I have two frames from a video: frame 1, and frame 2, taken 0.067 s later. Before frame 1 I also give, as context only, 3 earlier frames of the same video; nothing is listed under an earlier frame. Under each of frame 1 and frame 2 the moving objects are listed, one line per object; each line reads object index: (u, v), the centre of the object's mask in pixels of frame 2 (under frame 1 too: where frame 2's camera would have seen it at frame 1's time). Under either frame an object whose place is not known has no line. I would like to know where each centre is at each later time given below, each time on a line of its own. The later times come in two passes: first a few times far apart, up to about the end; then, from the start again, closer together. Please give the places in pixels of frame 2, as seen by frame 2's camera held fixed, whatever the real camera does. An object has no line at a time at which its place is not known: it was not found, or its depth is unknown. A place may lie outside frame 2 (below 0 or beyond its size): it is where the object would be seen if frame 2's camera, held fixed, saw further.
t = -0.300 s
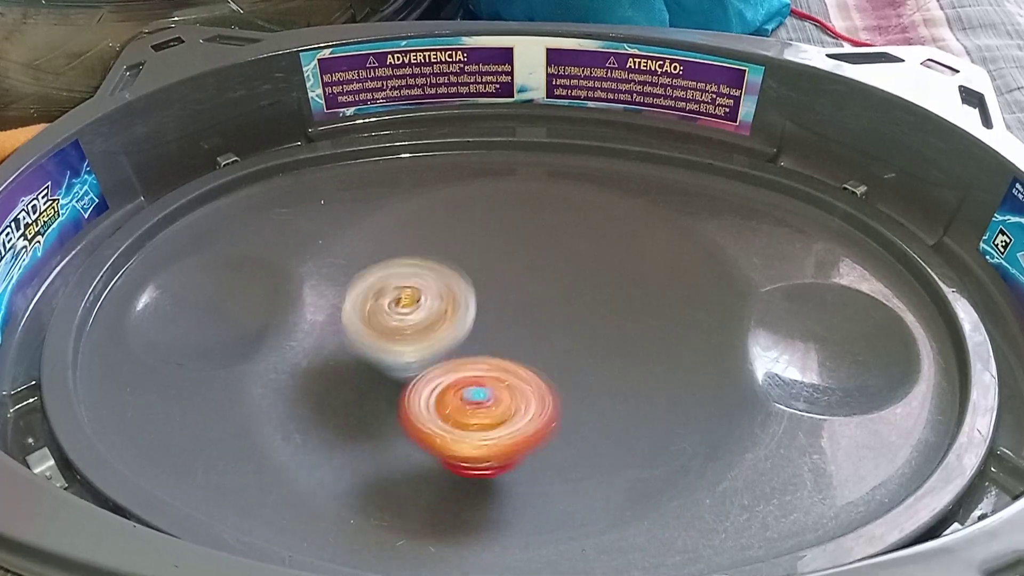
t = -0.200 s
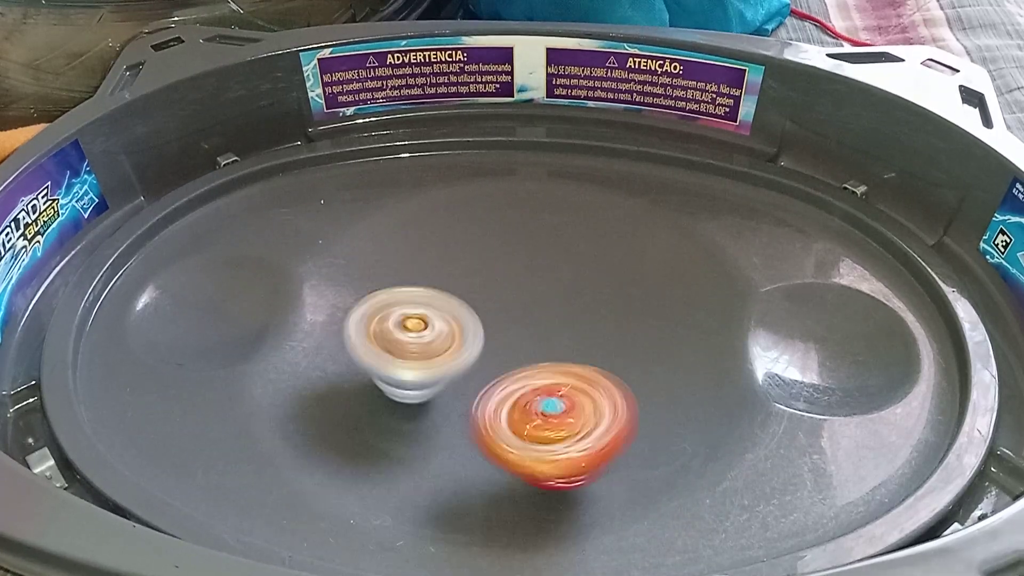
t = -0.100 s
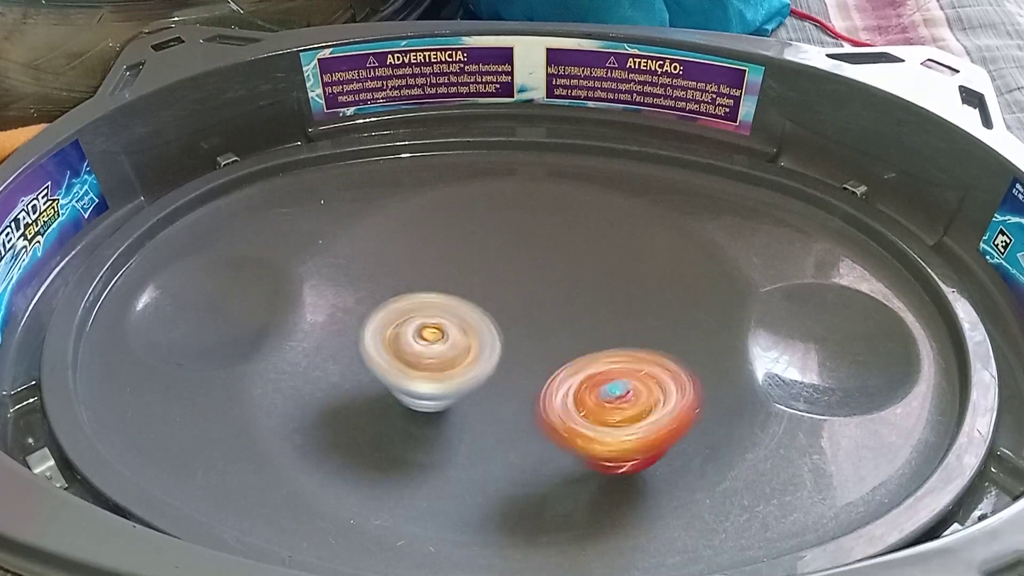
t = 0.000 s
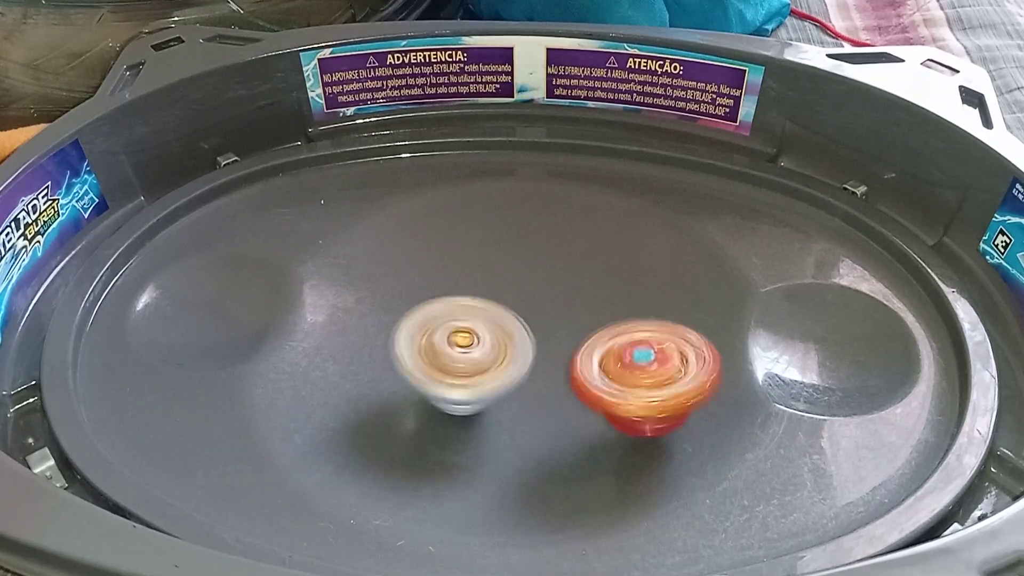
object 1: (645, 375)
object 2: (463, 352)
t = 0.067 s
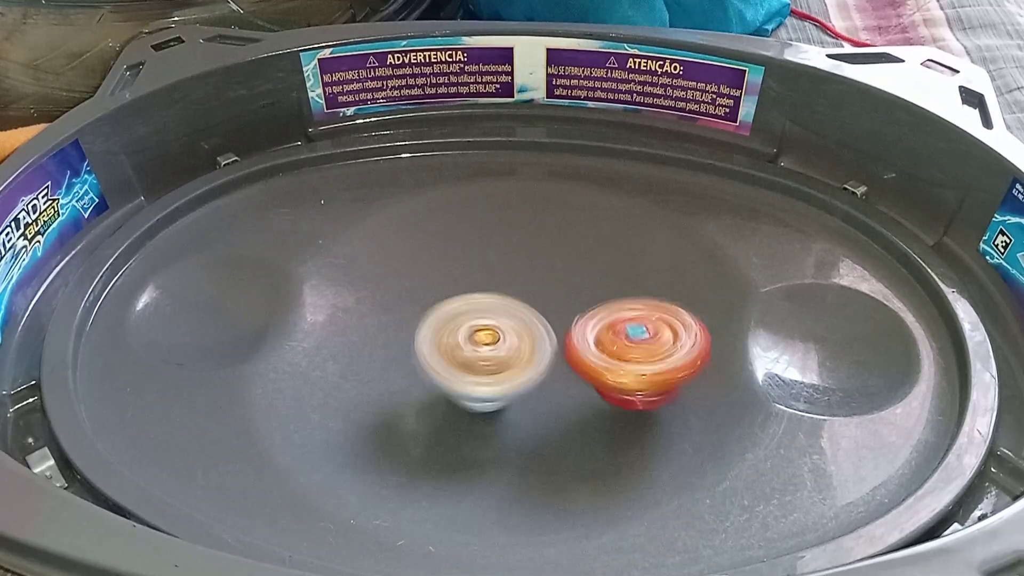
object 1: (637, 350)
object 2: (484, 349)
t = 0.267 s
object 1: (633, 287)
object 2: (494, 326)
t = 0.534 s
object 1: (569, 279)
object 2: (440, 342)
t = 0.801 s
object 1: (518, 362)
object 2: (365, 391)
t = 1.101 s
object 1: (520, 415)
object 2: (370, 384)
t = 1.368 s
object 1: (543, 370)
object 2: (467, 286)
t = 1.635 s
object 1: (527, 339)
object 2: (550, 238)
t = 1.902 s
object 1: (438, 385)
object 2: (598, 287)
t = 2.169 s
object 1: (425, 354)
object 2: (550, 427)
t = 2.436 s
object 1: (473, 302)
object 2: (438, 438)
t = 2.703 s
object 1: (554, 323)
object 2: (415, 315)
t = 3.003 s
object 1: (540, 388)
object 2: (489, 241)
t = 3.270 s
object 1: (429, 367)
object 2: (603, 324)
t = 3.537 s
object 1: (400, 299)
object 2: (624, 421)
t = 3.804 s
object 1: (532, 318)
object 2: (437, 405)
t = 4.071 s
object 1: (576, 384)
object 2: (386, 282)
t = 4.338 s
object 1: (465, 376)
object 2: (506, 280)
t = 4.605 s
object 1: (420, 317)
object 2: (699, 356)
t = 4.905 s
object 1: (519, 272)
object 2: (520, 429)
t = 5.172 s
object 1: (568, 305)
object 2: (315, 349)
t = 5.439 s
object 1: (610, 343)
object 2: (435, 301)
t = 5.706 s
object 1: (624, 382)
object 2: (549, 320)
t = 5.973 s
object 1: (611, 379)
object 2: (470, 357)
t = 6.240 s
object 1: (605, 370)
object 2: (444, 336)
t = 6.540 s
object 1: (599, 384)
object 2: (499, 348)
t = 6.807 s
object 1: (597, 382)
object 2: (499, 349)
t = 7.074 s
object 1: (595, 382)
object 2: (498, 348)
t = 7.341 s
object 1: (594, 383)
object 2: (498, 348)
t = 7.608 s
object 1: (594, 383)
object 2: (498, 347)
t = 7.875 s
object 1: (594, 383)
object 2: (498, 347)
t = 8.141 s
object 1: (594, 383)
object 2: (498, 347)
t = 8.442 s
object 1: (594, 383)
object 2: (498, 347)
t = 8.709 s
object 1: (594, 383)
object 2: (498, 347)
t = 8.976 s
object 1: (594, 383)
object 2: (498, 347)
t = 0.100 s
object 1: (633, 337)
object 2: (492, 347)
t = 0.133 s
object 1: (642, 326)
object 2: (489, 341)
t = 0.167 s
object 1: (646, 315)
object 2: (490, 336)
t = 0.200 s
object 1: (646, 304)
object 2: (492, 332)
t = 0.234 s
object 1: (641, 295)
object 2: (493, 329)
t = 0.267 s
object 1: (633, 287)
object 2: (494, 326)
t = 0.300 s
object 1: (624, 281)
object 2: (493, 324)
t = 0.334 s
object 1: (617, 276)
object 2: (488, 324)
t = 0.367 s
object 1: (610, 271)
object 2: (482, 325)
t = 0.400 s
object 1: (600, 269)
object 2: (476, 326)
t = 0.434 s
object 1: (590, 270)
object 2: (471, 329)
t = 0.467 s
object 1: (584, 271)
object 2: (459, 333)
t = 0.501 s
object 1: (577, 274)
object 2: (448, 338)
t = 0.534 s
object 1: (569, 279)
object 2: (440, 342)
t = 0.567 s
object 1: (558, 287)
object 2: (434, 346)
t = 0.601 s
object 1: (548, 295)
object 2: (431, 351)
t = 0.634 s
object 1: (543, 304)
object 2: (421, 358)
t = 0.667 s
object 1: (539, 314)
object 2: (409, 365)
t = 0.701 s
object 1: (529, 325)
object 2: (397, 372)
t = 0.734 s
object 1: (522, 337)
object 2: (389, 378)
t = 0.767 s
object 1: (515, 349)
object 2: (381, 384)
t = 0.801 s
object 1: (518, 362)
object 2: (365, 391)
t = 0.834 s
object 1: (517, 373)
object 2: (351, 394)
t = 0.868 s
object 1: (514, 383)
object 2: (342, 396)
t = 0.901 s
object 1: (512, 392)
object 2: (338, 398)
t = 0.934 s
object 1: (510, 400)
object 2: (339, 399)
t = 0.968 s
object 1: (509, 405)
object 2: (345, 401)
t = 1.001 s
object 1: (510, 410)
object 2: (348, 401)
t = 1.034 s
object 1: (514, 414)
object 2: (354, 395)
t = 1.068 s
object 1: (519, 415)
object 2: (361, 390)
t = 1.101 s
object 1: (520, 415)
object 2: (370, 384)
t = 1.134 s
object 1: (524, 412)
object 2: (380, 373)
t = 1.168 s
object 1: (526, 409)
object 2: (389, 364)
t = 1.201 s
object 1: (529, 403)
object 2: (401, 353)
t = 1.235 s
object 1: (532, 397)
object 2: (415, 338)
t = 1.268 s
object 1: (537, 391)
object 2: (428, 325)
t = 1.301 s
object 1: (541, 384)
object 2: (441, 311)
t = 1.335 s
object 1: (543, 378)
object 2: (456, 297)
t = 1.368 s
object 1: (543, 370)
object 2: (467, 286)
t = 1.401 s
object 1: (543, 362)
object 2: (480, 274)
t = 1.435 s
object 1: (544, 355)
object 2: (492, 262)
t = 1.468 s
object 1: (541, 352)
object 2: (504, 254)
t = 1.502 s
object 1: (540, 349)
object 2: (516, 247)
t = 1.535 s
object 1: (539, 346)
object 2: (527, 241)
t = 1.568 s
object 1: (535, 344)
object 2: (534, 238)
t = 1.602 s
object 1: (532, 341)
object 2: (543, 237)
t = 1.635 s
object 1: (527, 339)
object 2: (550, 238)
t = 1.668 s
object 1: (513, 347)
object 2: (562, 238)
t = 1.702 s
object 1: (498, 356)
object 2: (572, 235)
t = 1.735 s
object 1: (487, 365)
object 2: (577, 238)
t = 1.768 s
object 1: (475, 372)
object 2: (586, 242)
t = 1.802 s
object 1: (464, 376)
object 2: (589, 249)
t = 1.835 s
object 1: (454, 380)
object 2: (594, 259)
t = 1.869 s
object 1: (445, 383)
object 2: (596, 271)
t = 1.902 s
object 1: (438, 385)
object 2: (598, 287)
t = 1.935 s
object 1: (434, 385)
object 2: (598, 304)
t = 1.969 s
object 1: (429, 384)
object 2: (594, 323)
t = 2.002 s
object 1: (427, 382)
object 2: (592, 341)
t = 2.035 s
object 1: (426, 379)
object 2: (586, 359)
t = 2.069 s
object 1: (430, 376)
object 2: (579, 377)
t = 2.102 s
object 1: (428, 371)
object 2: (573, 395)
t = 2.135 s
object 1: (427, 364)
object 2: (563, 412)
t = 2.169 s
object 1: (425, 354)
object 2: (550, 427)
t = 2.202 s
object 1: (425, 345)
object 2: (534, 439)
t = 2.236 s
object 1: (429, 337)
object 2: (520, 447)
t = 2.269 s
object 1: (432, 328)
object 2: (504, 453)
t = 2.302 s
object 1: (438, 321)
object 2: (489, 456)
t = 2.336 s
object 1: (446, 314)
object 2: (475, 455)
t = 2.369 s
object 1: (454, 309)
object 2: (462, 452)
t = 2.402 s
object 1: (463, 305)
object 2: (450, 446)
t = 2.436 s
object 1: (473, 302)
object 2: (438, 438)
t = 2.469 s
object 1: (483, 301)
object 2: (429, 427)
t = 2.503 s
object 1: (494, 301)
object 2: (420, 414)
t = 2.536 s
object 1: (507, 301)
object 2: (415, 400)
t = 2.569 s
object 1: (517, 304)
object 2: (411, 384)
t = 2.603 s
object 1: (529, 306)
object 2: (410, 368)
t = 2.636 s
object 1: (538, 312)
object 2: (409, 350)
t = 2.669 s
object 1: (547, 316)
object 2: (412, 333)
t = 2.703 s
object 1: (554, 323)
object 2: (415, 315)
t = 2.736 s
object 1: (560, 329)
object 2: (420, 299)
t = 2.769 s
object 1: (563, 337)
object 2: (426, 282)
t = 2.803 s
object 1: (566, 345)
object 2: (434, 269)
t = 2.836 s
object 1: (566, 354)
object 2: (443, 257)
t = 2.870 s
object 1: (563, 362)
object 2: (451, 250)
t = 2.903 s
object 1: (561, 370)
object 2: (461, 243)
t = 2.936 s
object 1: (555, 378)
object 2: (469, 241)
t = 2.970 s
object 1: (548, 383)
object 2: (480, 239)
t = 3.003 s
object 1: (540, 388)
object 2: (489, 241)
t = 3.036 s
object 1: (531, 389)
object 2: (502, 245)
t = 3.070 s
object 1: (519, 390)
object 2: (512, 252)
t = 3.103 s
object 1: (508, 389)
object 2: (526, 262)
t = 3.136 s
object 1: (497, 387)
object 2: (536, 273)
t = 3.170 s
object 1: (487, 382)
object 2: (550, 285)
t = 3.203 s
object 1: (472, 379)
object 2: (566, 299)
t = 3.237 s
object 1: (447, 375)
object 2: (588, 312)
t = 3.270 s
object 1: (429, 367)
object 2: (603, 324)
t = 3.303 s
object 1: (414, 356)
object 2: (619, 336)
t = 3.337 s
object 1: (401, 345)
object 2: (634, 349)
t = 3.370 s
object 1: (392, 335)
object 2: (643, 362)
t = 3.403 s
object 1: (387, 324)
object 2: (648, 375)
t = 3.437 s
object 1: (387, 315)
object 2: (650, 386)
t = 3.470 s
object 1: (388, 308)
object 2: (646, 399)
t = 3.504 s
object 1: (390, 300)
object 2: (636, 411)
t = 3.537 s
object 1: (400, 299)
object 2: (624, 421)
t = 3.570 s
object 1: (409, 299)
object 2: (605, 430)
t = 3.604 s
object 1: (421, 296)
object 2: (586, 435)
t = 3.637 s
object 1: (435, 297)
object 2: (561, 438)
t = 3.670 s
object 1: (453, 304)
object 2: (537, 436)
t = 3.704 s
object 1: (470, 308)
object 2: (511, 430)
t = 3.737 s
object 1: (487, 312)
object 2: (487, 422)
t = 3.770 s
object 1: (508, 315)
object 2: (461, 415)
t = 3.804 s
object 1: (532, 318)
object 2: (437, 405)
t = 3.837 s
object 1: (553, 322)
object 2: (416, 391)
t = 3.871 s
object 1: (567, 332)
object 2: (401, 376)
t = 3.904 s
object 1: (578, 341)
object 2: (389, 359)
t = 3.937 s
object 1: (583, 350)
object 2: (380, 343)
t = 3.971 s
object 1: (586, 358)
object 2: (376, 327)
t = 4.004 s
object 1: (589, 368)
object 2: (376, 309)
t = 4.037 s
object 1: (586, 376)
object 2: (378, 293)
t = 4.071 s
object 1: (576, 384)
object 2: (386, 282)
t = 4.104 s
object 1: (562, 388)
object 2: (395, 273)
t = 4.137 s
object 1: (538, 393)
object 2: (405, 264)
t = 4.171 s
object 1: (518, 398)
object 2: (418, 261)
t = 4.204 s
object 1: (500, 400)
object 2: (432, 261)
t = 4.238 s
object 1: (484, 397)
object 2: (450, 260)
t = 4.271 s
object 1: (477, 393)
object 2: (468, 264)
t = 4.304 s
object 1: (470, 384)
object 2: (484, 270)
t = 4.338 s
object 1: (465, 376)
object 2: (506, 280)
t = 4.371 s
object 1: (438, 372)
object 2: (532, 284)
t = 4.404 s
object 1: (415, 368)
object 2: (575, 289)
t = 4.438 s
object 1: (401, 362)
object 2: (601, 301)
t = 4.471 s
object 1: (393, 353)
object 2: (631, 311)
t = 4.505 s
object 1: (394, 343)
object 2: (653, 324)
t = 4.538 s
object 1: (399, 334)
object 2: (674, 333)
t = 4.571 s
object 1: (408, 326)
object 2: (688, 345)
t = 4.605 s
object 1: (420, 317)
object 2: (699, 356)
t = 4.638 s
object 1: (434, 309)
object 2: (704, 366)
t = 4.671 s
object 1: (447, 300)
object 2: (705, 375)
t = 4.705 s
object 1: (461, 293)
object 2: (699, 388)
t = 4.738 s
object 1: (473, 287)
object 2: (687, 398)
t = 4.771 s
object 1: (483, 281)
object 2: (663, 409)
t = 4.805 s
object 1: (493, 276)
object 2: (634, 416)
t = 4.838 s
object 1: (502, 273)
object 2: (598, 423)
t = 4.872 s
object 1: (511, 272)
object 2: (558, 429)
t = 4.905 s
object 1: (519, 272)
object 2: (520, 429)
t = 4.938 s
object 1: (526, 275)
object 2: (477, 427)
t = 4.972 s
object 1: (533, 277)
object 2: (441, 423)
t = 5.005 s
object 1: (538, 280)
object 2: (404, 415)
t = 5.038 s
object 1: (544, 284)
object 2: (376, 407)
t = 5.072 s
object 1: (550, 288)
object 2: (353, 395)
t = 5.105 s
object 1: (556, 293)
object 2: (332, 380)
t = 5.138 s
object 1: (562, 299)
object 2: (322, 362)
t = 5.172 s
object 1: (568, 305)
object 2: (315, 349)
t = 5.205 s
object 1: (573, 311)
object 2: (317, 341)
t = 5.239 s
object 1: (579, 316)
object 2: (329, 329)
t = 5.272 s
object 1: (586, 321)
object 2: (342, 317)
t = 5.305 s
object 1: (592, 327)
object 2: (356, 308)
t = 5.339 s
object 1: (597, 332)
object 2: (379, 304)
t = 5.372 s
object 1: (603, 335)
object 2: (397, 301)
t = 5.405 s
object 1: (607, 339)
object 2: (416, 300)
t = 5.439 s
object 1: (610, 343)
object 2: (435, 301)
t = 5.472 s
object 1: (612, 347)
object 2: (457, 302)
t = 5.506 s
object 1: (613, 350)
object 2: (480, 305)
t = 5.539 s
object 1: (613, 353)
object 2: (506, 312)
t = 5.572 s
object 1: (618, 357)
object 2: (524, 317)
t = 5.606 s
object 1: (625, 364)
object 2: (535, 317)
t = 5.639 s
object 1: (628, 372)
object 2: (544, 316)
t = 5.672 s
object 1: (628, 378)
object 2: (550, 316)
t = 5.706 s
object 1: (624, 382)
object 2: (549, 320)
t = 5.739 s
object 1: (620, 385)
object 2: (543, 326)
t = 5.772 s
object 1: (617, 387)
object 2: (535, 333)
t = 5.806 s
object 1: (614, 388)
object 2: (528, 339)
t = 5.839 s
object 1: (613, 387)
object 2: (519, 343)
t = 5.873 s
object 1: (613, 386)
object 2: (507, 346)
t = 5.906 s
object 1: (613, 384)
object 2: (494, 350)
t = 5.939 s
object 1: (612, 382)
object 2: (482, 354)
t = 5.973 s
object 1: (611, 379)
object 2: (470, 357)
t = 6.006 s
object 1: (611, 377)
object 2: (460, 358)
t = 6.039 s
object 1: (610, 374)
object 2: (452, 357)
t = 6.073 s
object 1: (609, 372)
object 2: (447, 356)
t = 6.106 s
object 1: (608, 371)
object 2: (446, 355)
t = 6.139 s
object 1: (607, 370)
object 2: (446, 350)
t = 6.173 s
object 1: (607, 369)
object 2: (447, 345)
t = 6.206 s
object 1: (606, 369)
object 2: (447, 340)
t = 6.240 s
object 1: (605, 370)
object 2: (444, 336)
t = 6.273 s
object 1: (604, 371)
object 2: (445, 339)
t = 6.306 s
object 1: (602, 373)
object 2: (448, 340)
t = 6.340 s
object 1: (600, 375)
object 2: (453, 340)
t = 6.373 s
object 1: (598, 377)
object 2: (459, 341)
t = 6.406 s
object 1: (597, 378)
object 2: (468, 343)
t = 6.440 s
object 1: (595, 380)
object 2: (479, 345)
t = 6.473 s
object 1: (595, 381)
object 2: (490, 346)
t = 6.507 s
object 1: (598, 383)
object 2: (496, 348)
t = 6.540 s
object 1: (599, 384)
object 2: (499, 348)
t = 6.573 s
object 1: (598, 384)
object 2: (500, 349)
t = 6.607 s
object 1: (596, 385)
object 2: (501, 350)
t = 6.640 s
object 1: (596, 384)
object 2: (501, 350)
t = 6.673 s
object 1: (597, 383)
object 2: (500, 351)
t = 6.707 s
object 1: (597, 383)
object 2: (500, 350)
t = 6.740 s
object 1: (597, 382)
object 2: (499, 350)
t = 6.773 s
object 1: (597, 382)
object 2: (499, 349)
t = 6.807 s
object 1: (597, 382)
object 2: (499, 349)
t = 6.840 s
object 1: (596, 382)
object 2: (498, 348)
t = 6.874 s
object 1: (596, 382)
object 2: (498, 347)
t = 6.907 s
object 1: (595, 383)
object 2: (498, 347)
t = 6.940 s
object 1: (594, 383)
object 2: (498, 347)
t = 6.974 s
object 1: (594, 384)
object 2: (498, 346)
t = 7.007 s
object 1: (594, 384)
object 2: (498, 347)
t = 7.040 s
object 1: (595, 383)
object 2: (498, 347)
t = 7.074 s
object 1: (595, 382)
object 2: (498, 348)
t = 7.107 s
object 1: (595, 382)
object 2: (498, 348)
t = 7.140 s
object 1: (595, 382)
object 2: (498, 348)
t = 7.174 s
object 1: (595, 382)
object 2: (498, 348)
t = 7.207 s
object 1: (595, 382)
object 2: (498, 348)
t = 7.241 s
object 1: (595, 383)
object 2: (498, 347)
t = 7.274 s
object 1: (594, 383)
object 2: (498, 347)
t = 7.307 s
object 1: (594, 383)
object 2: (498, 347)
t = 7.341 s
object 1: (594, 383)
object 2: (498, 348)
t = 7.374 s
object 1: (595, 383)
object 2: (498, 348)
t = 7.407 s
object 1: (595, 382)
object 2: (498, 347)
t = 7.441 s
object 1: (595, 383)
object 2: (498, 347)
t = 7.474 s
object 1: (594, 383)
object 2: (498, 347)
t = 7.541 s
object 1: (594, 383)
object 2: (498, 347)
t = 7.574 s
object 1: (594, 383)
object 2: (498, 347)
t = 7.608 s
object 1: (594, 383)
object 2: (498, 347)
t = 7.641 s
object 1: (594, 383)
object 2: (498, 347)
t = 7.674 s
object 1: (594, 383)
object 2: (498, 347)
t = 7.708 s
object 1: (594, 383)
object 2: (498, 347)
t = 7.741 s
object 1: (594, 383)
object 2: (498, 347)
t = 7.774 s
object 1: (594, 383)
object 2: (498, 347)
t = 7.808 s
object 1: (594, 383)
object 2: (498, 347)
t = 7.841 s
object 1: (594, 383)
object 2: (498, 347)
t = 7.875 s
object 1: (594, 383)
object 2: (498, 347)
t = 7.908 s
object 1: (594, 383)
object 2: (498, 347)
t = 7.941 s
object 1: (594, 383)
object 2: (498, 347)
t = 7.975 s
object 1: (594, 383)
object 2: (498, 347)
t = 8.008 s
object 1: (594, 383)
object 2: (498, 347)
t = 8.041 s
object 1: (594, 383)
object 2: (498, 347)
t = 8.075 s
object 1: (594, 383)
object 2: (498, 347)
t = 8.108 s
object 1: (594, 383)
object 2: (498, 347)
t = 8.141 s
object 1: (594, 383)
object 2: (498, 347)
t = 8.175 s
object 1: (594, 383)
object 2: (498, 347)
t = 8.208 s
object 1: (594, 383)
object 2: (498, 347)
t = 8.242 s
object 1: (594, 383)
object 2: (498, 347)
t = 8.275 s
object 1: (594, 383)
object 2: (498, 347)
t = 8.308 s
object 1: (594, 383)
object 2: (498, 347)
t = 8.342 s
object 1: (594, 383)
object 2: (498, 347)
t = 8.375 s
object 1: (594, 383)
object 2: (498, 347)
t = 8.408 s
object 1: (594, 383)
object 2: (498, 347)
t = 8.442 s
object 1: (594, 383)
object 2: (498, 347)
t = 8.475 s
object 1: (594, 383)
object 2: (498, 347)
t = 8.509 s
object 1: (594, 383)
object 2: (498, 347)
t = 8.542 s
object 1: (594, 383)
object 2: (498, 347)
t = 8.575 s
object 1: (594, 383)
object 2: (498, 347)
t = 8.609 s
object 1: (594, 383)
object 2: (498, 347)
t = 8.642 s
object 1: (594, 383)
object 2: (498, 347)
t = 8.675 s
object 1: (594, 383)
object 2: (498, 347)
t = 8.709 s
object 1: (594, 383)
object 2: (498, 347)
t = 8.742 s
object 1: (594, 383)
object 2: (498, 347)
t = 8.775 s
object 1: (594, 383)
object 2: (498, 347)
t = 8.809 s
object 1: (594, 383)
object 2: (498, 347)
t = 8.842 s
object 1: (594, 383)
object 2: (498, 347)
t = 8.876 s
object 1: (594, 383)
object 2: (498, 347)
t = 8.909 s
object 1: (594, 383)
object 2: (498, 347)
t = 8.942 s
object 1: (594, 383)
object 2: (498, 347)
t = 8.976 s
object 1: (594, 383)
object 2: (498, 347)
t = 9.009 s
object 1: (594, 383)
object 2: (498, 347)
